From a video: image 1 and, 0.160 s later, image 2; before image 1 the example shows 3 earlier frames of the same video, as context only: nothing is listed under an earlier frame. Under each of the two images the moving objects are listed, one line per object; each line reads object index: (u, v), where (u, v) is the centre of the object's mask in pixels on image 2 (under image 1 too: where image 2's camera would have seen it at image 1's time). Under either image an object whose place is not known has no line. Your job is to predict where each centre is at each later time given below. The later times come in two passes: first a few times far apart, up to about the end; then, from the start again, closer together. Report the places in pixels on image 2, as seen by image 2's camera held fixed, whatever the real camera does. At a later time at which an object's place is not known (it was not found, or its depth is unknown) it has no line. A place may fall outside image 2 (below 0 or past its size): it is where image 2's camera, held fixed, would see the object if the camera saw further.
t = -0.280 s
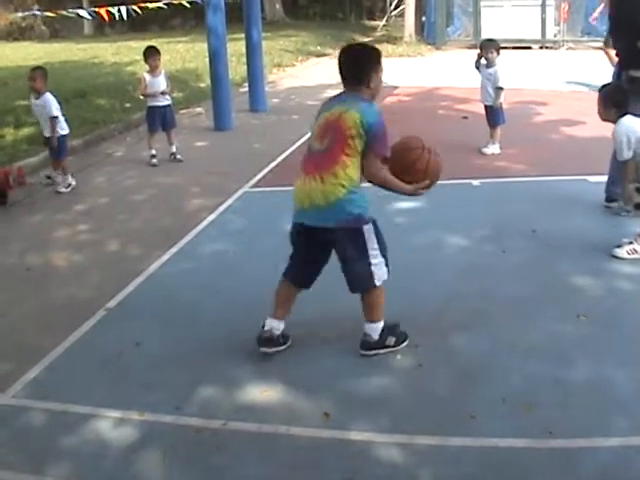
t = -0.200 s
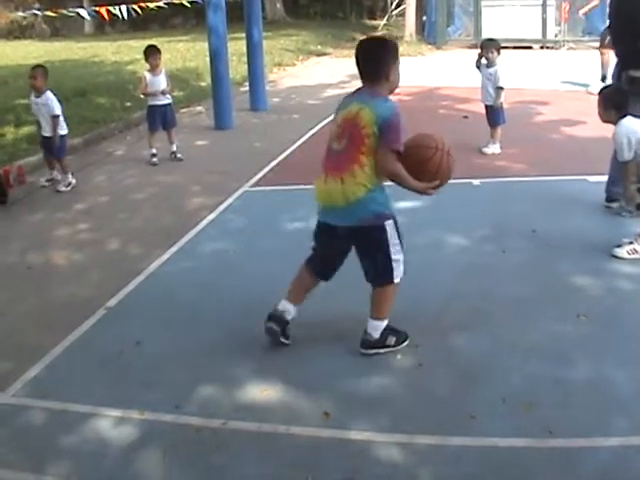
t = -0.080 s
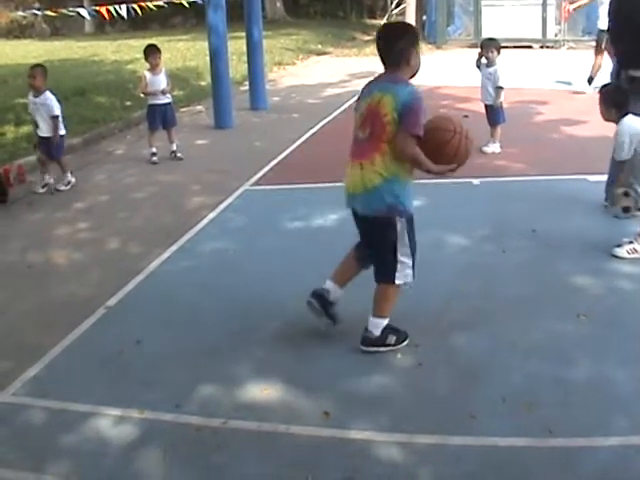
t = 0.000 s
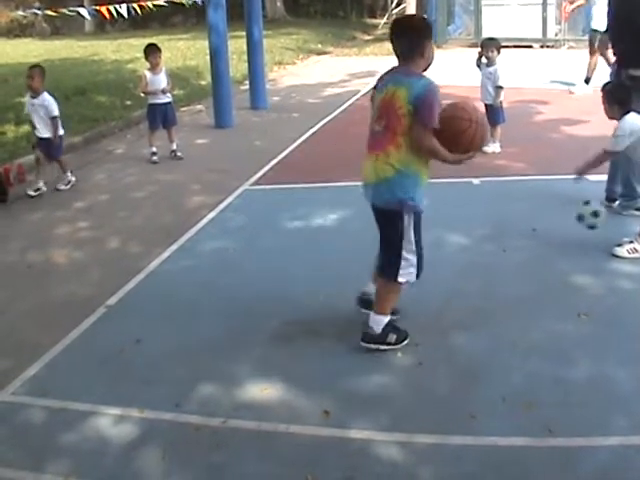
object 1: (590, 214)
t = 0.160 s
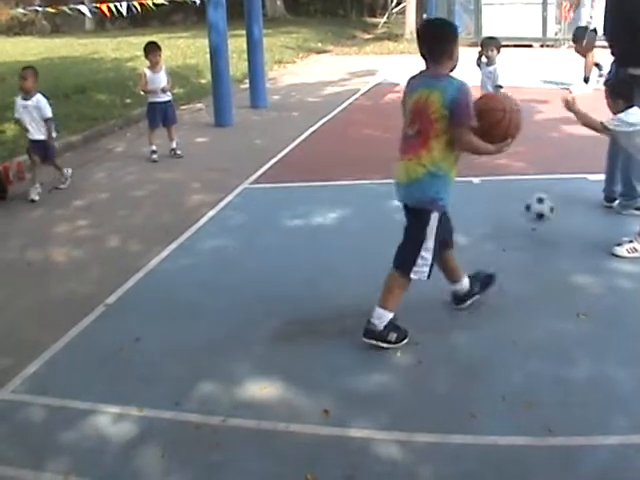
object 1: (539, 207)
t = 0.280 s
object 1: (507, 201)
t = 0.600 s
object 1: (428, 197)
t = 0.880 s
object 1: (367, 198)
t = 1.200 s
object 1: (302, 195)
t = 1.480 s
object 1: (248, 194)
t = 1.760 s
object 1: (200, 189)
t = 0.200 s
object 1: (529, 203)
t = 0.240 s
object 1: (518, 201)
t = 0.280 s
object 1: (507, 201)
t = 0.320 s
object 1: (503, 200)
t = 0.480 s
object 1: (455, 204)
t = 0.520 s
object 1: (448, 200)
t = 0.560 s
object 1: (438, 197)
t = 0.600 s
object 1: (428, 197)
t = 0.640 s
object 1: (419, 200)
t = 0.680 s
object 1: (410, 205)
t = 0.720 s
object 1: (401, 210)
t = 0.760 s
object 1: (391, 203)
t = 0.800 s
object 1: (384, 199)
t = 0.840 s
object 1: (375, 197)
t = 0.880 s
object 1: (367, 198)
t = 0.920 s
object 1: (358, 202)
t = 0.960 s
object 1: (348, 204)
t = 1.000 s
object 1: (340, 199)
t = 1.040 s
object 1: (333, 198)
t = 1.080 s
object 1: (324, 199)
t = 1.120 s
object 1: (317, 201)
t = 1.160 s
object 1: (310, 198)
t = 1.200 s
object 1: (302, 195)
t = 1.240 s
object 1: (295, 193)
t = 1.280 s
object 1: (286, 196)
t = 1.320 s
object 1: (280, 197)
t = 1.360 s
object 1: (272, 194)
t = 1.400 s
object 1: (264, 195)
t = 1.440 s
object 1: (256, 195)
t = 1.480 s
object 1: (248, 194)
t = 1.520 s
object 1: (242, 194)
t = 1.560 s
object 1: (234, 192)
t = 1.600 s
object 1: (228, 193)
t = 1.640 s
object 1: (221, 192)
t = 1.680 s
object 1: (214, 191)
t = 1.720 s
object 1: (207, 190)
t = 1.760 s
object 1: (200, 189)
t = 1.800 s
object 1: (194, 188)
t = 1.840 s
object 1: (188, 188)
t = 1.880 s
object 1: (182, 188)
